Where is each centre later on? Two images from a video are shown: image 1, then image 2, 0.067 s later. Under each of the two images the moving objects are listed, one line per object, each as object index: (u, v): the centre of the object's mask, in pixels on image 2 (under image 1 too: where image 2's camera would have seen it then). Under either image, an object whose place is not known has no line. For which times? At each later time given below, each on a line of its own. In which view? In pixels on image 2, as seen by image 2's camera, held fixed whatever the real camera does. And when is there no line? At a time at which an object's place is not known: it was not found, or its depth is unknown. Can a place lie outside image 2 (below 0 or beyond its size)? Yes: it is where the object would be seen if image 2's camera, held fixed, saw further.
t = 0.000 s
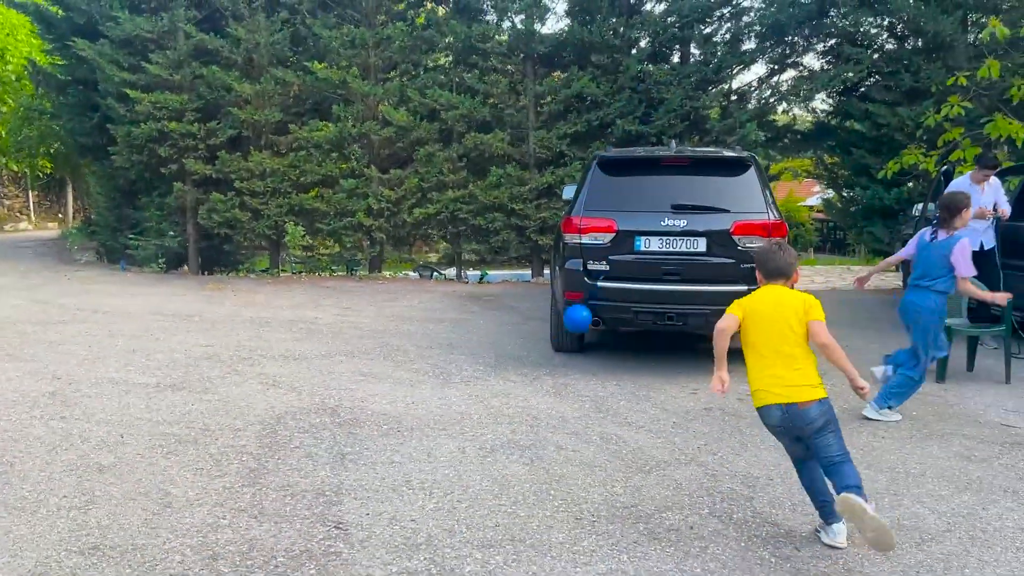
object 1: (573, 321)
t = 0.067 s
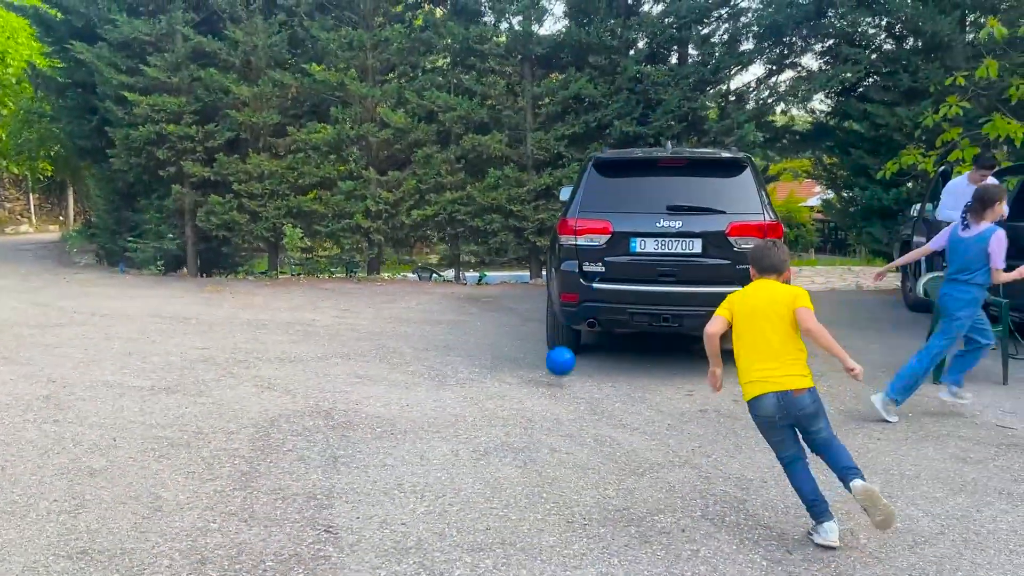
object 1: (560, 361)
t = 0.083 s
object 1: (557, 374)
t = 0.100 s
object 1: (555, 374)
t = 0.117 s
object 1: (552, 367)
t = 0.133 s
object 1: (549, 361)
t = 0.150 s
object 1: (546, 356)
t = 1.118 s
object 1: (347, 421)
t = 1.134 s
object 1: (343, 426)
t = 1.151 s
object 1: (338, 431)
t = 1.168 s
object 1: (333, 437)
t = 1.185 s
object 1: (328, 444)
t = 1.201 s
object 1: (323, 452)
